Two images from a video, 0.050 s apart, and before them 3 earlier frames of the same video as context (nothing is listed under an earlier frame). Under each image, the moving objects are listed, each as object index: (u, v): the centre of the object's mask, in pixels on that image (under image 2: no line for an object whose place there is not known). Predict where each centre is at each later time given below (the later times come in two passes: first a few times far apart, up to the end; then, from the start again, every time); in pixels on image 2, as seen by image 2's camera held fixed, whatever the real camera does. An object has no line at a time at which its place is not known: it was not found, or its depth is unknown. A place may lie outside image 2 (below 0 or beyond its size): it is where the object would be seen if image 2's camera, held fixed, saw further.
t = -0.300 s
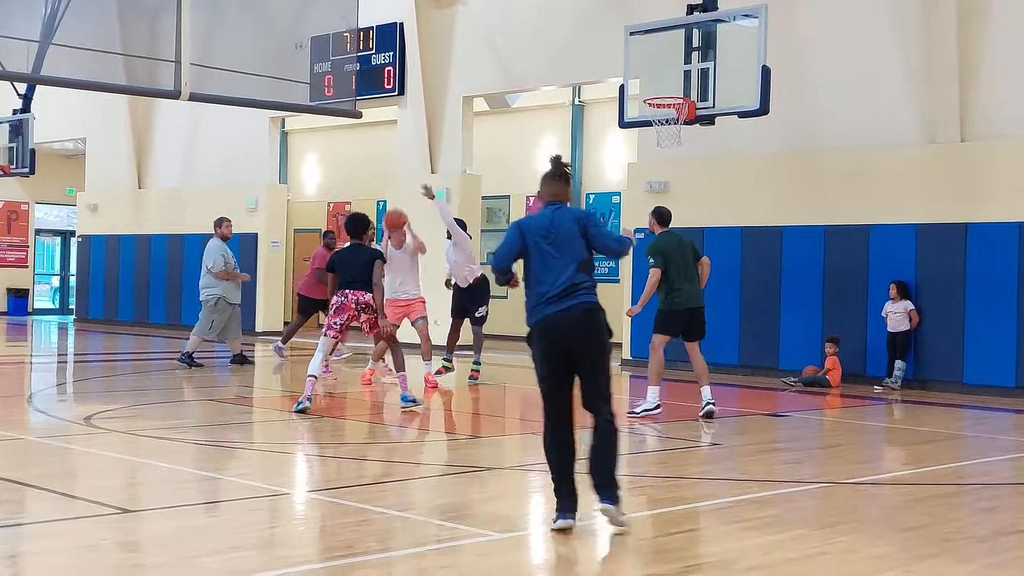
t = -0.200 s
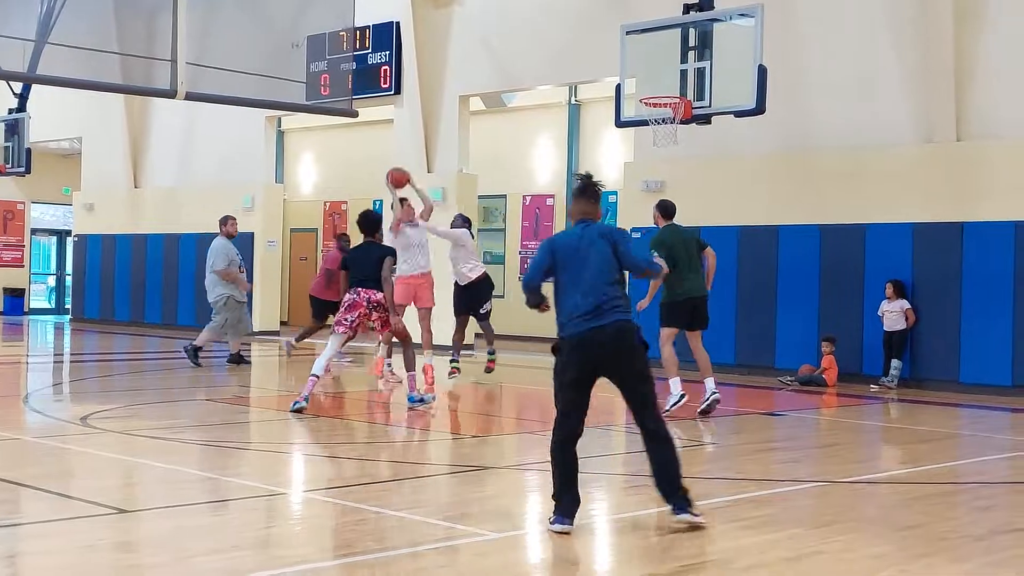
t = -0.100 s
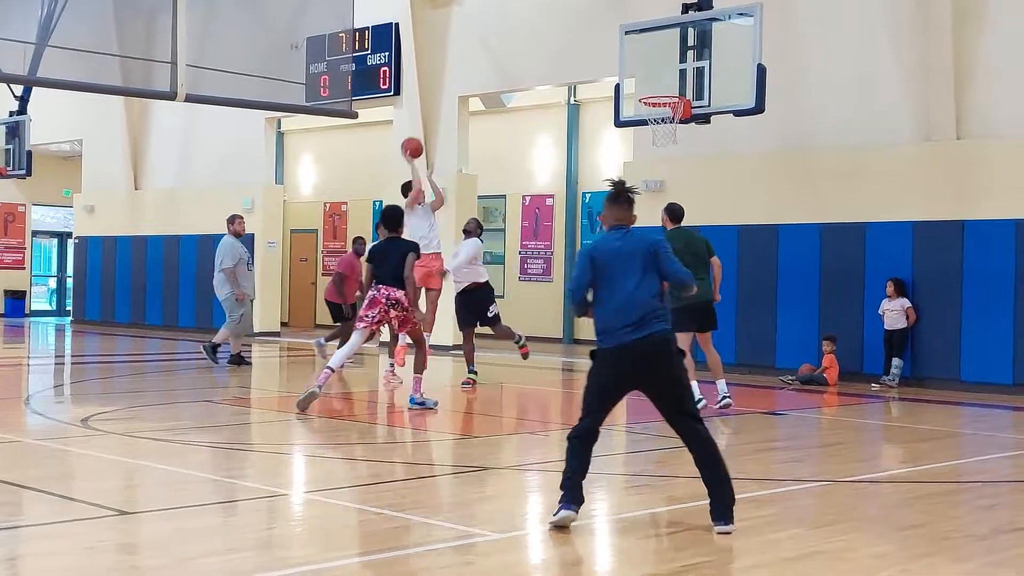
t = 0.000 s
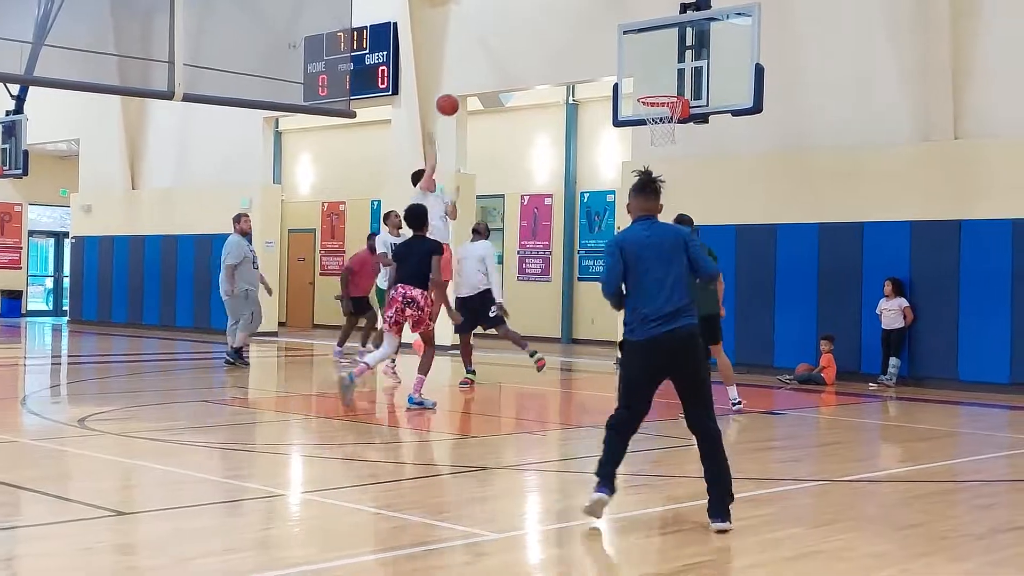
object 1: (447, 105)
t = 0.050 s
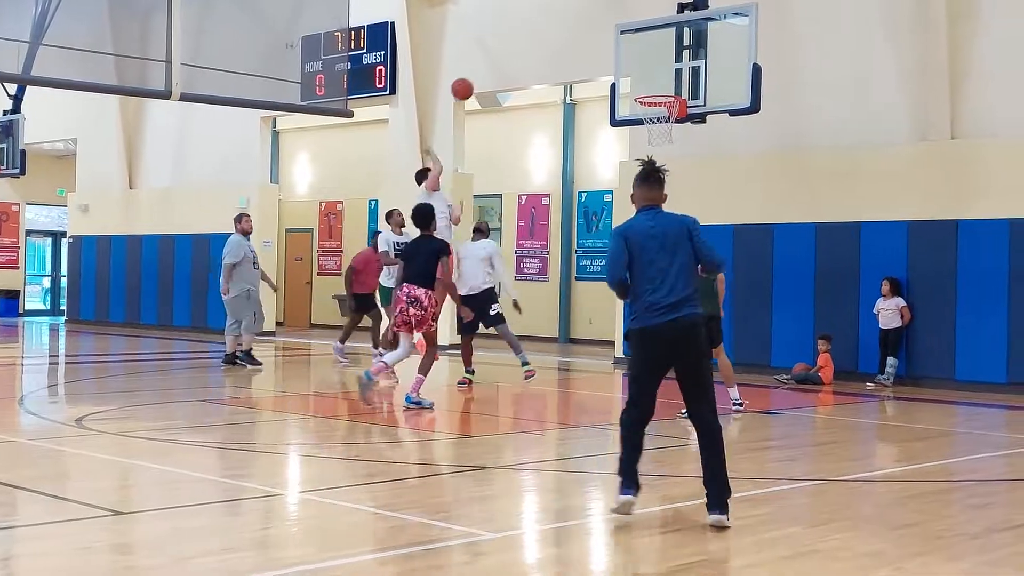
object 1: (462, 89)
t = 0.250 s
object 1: (531, 51)
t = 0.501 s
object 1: (615, 56)
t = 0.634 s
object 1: (658, 81)
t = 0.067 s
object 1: (468, 84)
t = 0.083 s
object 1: (473, 80)
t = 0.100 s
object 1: (480, 76)
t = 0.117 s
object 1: (485, 72)
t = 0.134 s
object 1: (491, 69)
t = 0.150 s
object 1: (497, 65)
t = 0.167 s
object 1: (503, 63)
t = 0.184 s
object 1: (509, 60)
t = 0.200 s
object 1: (514, 57)
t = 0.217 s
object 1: (520, 55)
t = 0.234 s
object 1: (526, 53)
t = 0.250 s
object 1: (531, 51)
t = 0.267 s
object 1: (537, 50)
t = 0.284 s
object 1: (542, 48)
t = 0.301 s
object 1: (548, 47)
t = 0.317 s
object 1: (553, 47)
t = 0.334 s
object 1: (559, 46)
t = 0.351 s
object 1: (565, 46)
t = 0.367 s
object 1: (570, 46)
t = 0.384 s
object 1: (576, 46)
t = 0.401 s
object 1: (581, 47)
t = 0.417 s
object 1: (587, 48)
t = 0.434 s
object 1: (592, 49)
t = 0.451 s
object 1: (598, 50)
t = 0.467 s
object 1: (603, 52)
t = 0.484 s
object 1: (609, 54)
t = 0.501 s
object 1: (615, 56)
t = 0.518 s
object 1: (620, 58)
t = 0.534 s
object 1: (625, 61)
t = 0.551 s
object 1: (631, 63)
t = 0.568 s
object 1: (636, 66)
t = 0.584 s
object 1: (642, 70)
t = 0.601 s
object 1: (647, 73)
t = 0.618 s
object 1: (652, 77)
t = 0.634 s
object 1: (658, 81)
